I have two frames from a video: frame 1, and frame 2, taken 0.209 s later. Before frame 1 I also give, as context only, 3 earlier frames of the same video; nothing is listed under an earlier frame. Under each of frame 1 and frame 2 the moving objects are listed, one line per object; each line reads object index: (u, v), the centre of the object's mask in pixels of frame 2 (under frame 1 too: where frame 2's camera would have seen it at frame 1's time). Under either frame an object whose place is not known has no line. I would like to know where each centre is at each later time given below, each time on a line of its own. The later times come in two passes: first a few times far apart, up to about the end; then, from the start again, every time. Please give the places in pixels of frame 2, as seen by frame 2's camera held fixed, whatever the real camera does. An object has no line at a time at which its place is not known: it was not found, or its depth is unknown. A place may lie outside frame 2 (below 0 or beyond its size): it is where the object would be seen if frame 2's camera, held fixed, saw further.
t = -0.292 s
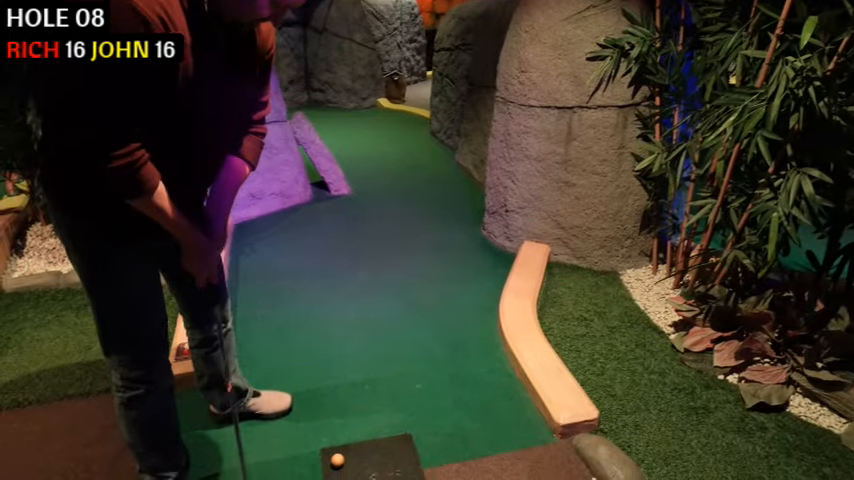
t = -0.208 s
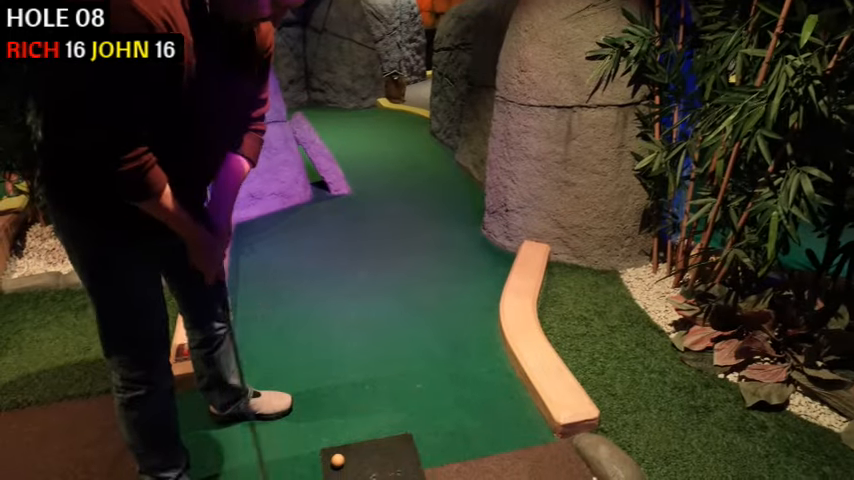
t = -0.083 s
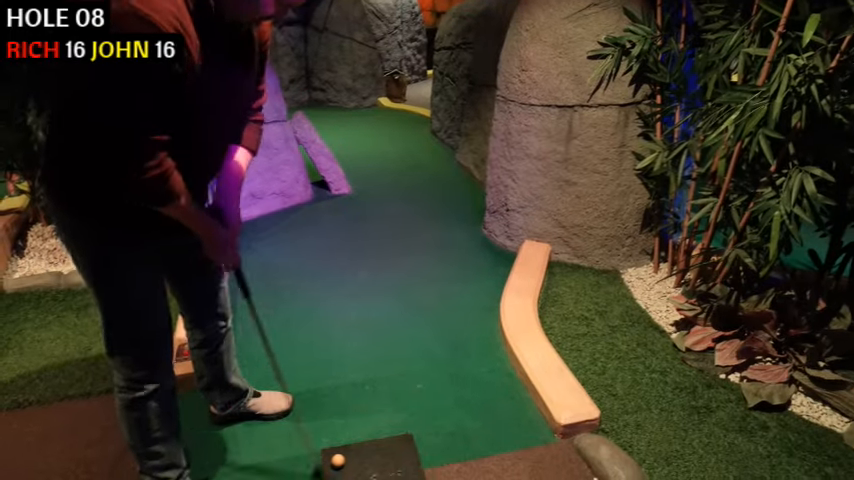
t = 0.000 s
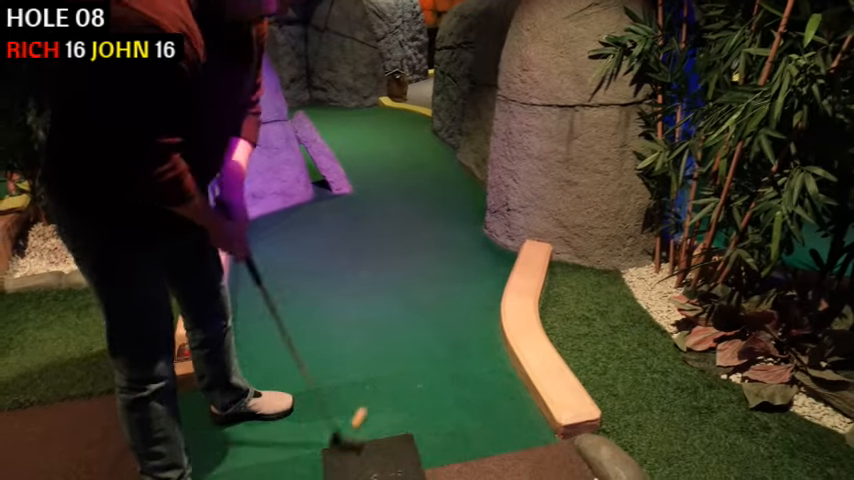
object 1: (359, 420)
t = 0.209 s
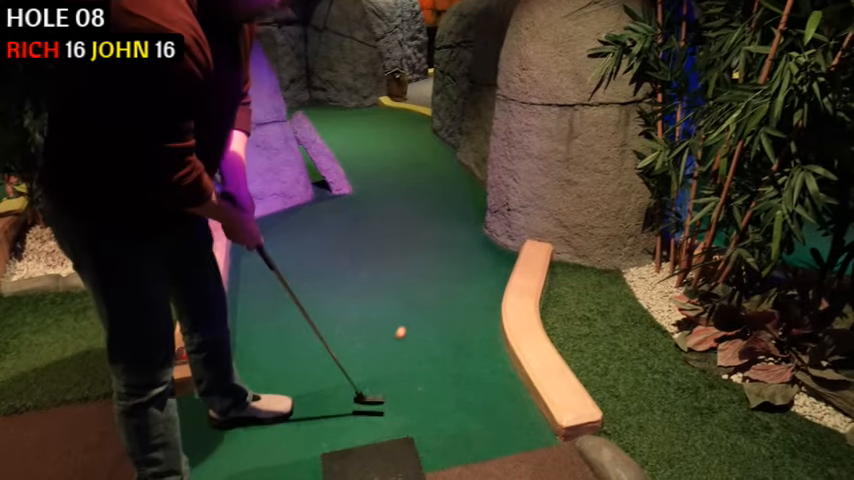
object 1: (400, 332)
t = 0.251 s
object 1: (406, 321)
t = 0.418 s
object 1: (424, 283)
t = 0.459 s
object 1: (428, 275)
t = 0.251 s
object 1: (406, 321)
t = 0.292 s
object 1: (410, 311)
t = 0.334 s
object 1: (415, 302)
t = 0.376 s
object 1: (420, 292)
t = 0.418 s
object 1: (424, 283)
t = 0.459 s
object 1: (428, 275)
